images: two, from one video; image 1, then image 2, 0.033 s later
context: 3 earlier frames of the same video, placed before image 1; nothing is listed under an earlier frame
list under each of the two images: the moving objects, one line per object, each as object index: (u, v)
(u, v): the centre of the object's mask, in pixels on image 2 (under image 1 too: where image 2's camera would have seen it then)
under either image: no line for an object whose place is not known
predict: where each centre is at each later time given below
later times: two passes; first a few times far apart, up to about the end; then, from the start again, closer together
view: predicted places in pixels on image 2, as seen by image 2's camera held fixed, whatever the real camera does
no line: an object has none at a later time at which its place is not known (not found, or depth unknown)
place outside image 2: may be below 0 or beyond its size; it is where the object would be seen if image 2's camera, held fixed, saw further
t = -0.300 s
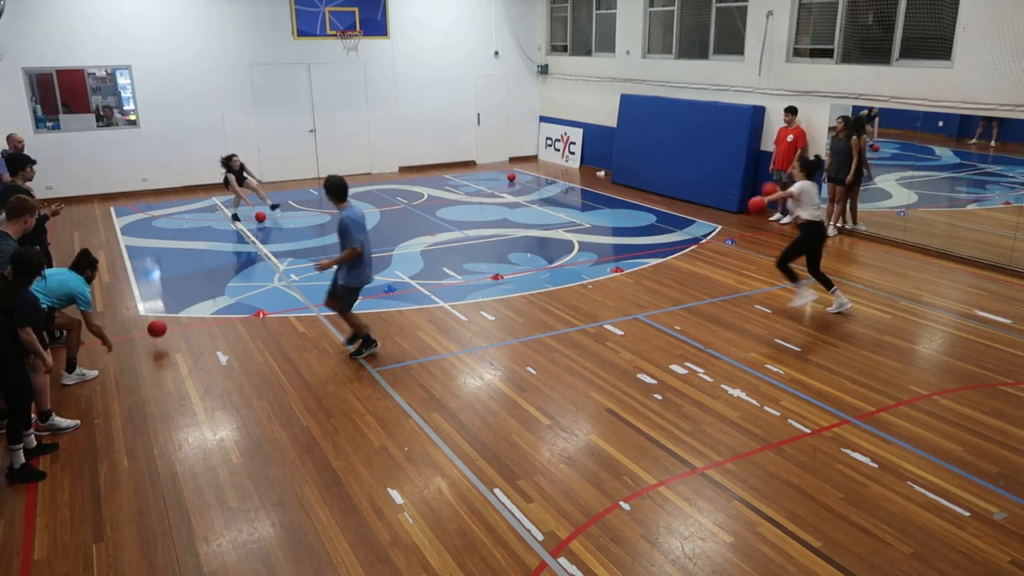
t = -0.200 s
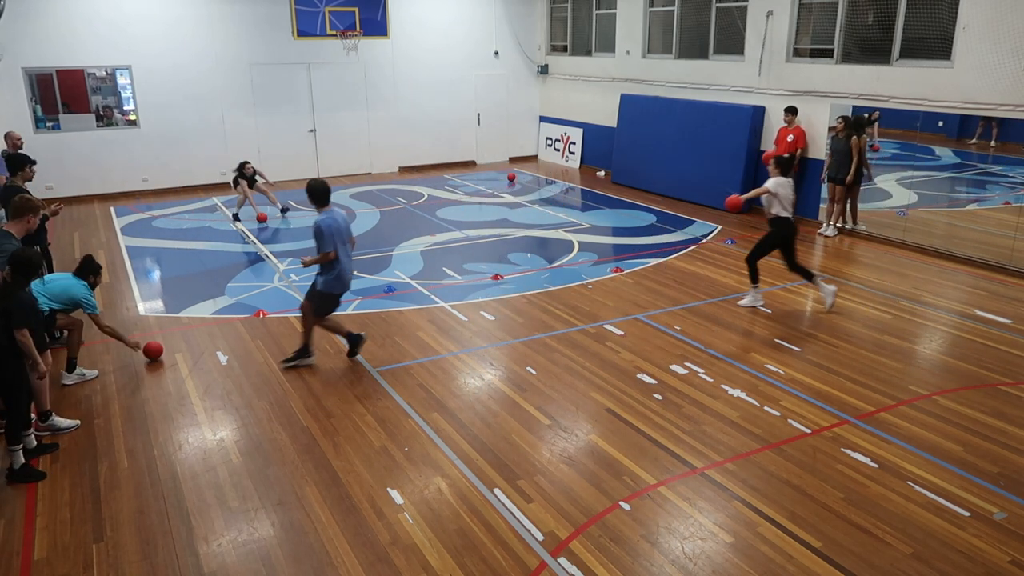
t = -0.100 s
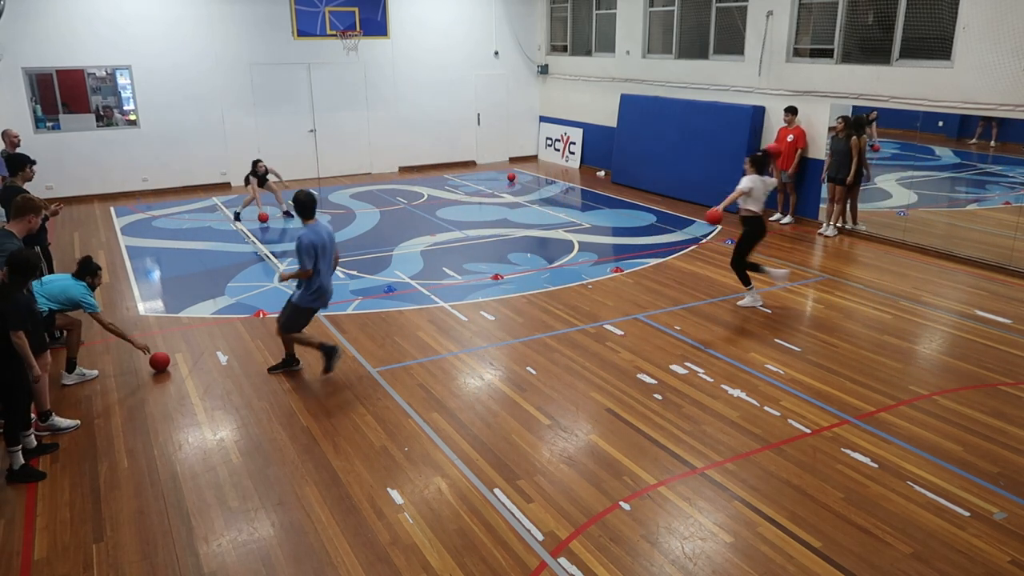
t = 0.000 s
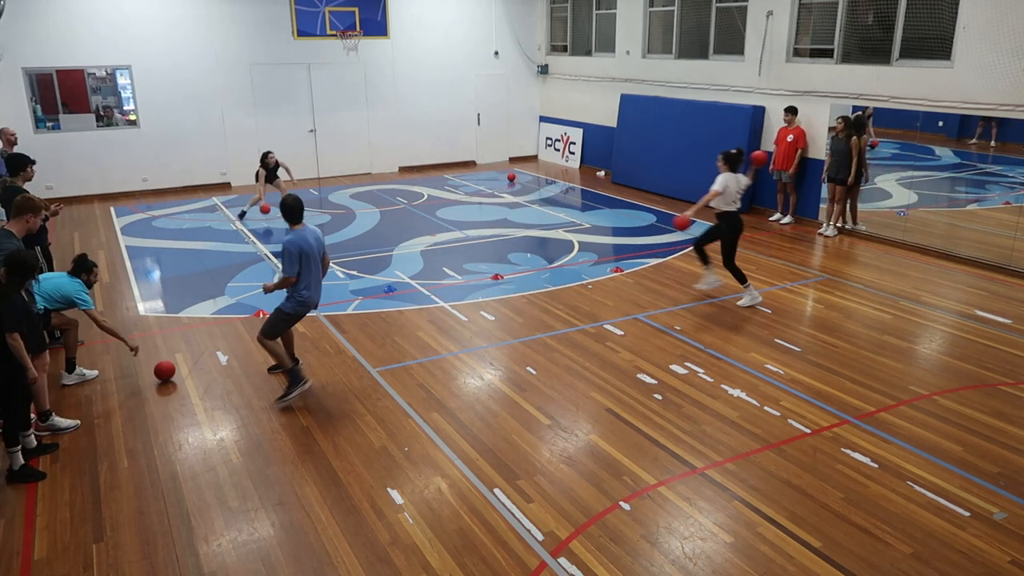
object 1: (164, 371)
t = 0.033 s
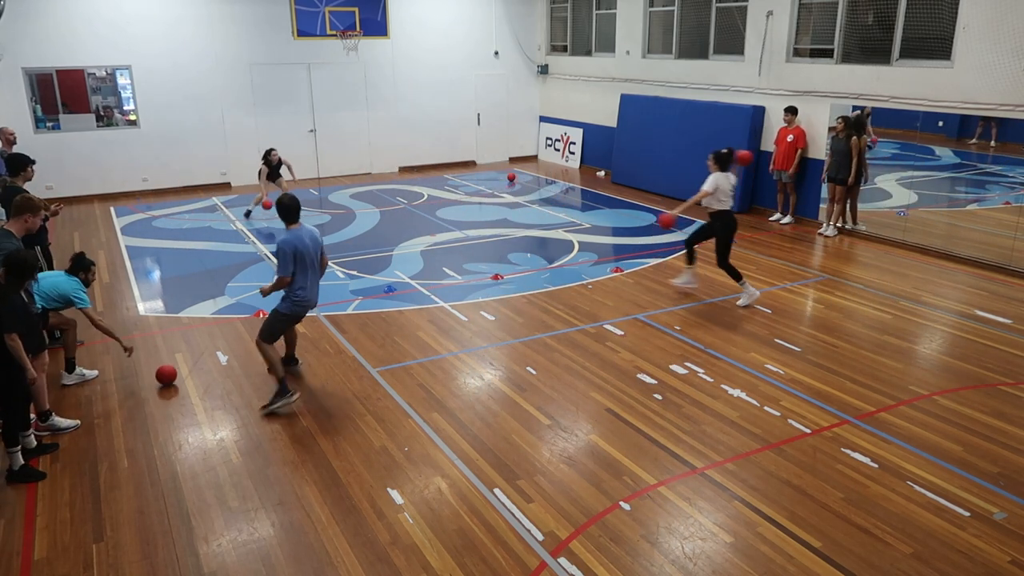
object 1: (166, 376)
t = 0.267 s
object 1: (178, 402)
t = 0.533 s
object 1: (193, 435)
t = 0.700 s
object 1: (203, 459)
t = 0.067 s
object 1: (167, 378)
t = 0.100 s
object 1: (169, 383)
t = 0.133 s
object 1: (171, 386)
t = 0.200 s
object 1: (174, 394)
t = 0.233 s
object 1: (176, 398)
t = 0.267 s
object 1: (178, 402)
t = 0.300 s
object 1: (180, 405)
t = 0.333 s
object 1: (182, 410)
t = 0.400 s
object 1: (185, 417)
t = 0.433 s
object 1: (188, 422)
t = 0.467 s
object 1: (189, 426)
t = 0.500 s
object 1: (191, 430)
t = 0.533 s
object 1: (193, 435)
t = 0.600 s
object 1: (197, 444)
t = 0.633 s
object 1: (199, 449)
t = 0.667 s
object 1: (201, 454)
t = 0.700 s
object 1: (203, 459)
